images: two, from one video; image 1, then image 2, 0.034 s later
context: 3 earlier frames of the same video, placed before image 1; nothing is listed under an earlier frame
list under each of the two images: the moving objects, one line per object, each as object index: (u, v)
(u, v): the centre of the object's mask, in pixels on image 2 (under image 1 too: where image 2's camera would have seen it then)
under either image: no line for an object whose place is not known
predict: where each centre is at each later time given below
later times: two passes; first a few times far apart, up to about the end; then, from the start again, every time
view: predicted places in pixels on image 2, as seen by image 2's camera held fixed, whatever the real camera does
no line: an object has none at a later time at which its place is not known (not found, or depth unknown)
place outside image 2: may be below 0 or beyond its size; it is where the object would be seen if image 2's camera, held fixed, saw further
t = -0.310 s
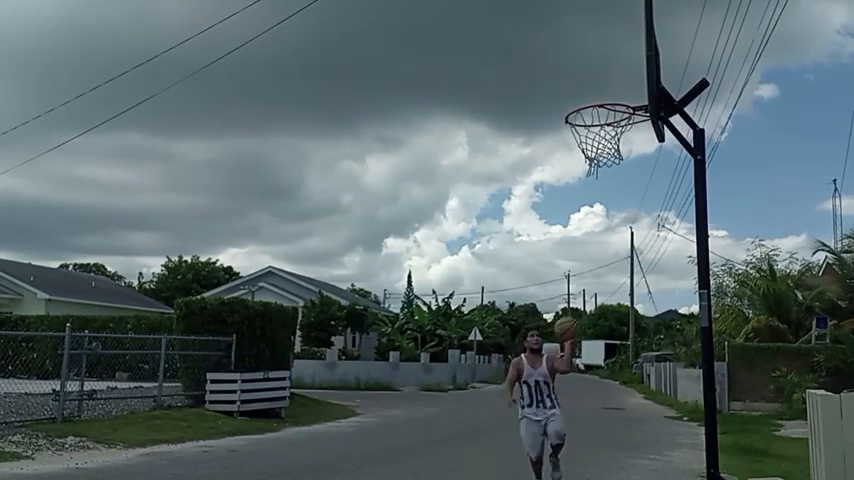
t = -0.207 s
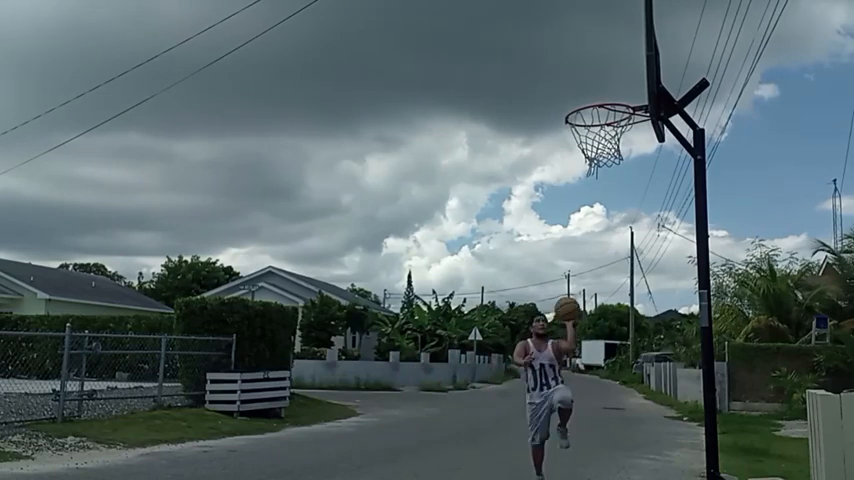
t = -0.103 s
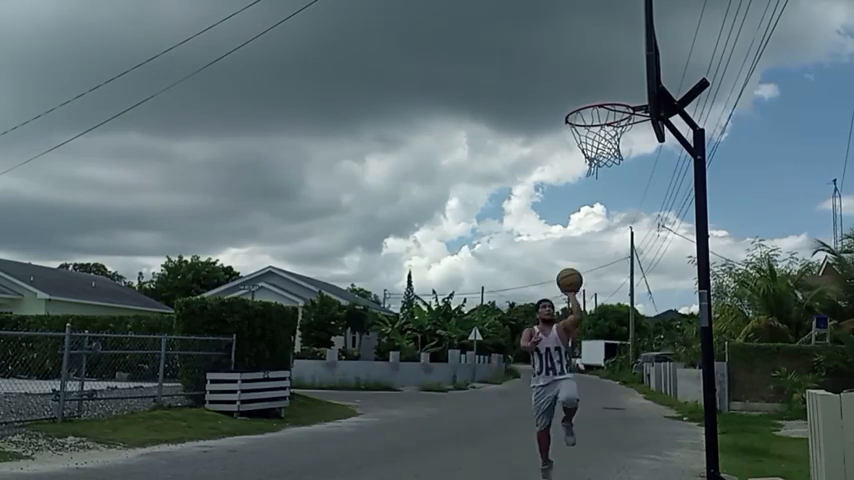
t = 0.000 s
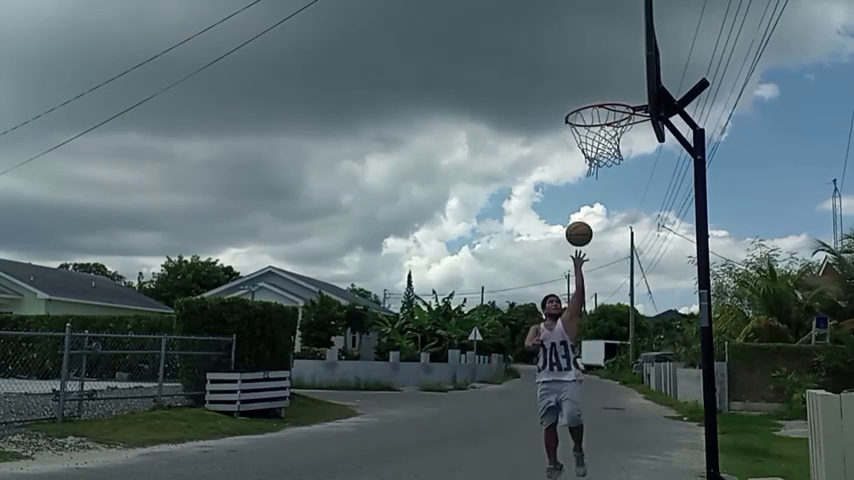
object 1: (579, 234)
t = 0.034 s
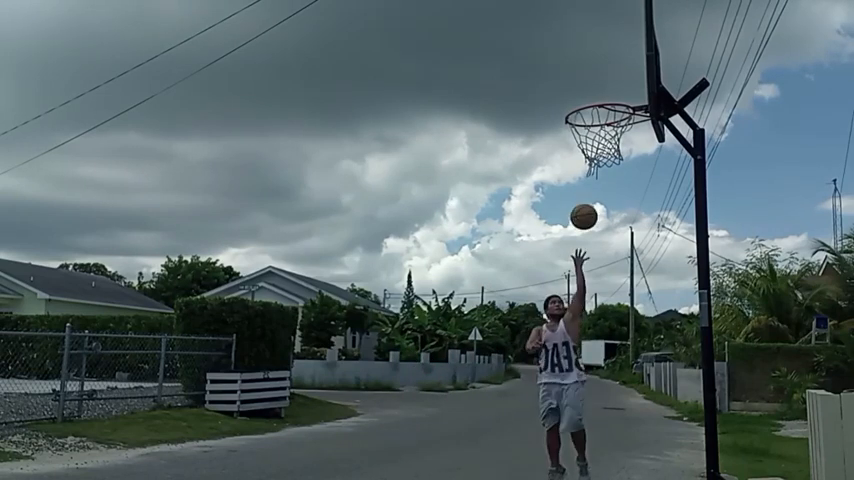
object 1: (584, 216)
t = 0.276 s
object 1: (621, 120)
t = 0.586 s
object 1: (615, 96)
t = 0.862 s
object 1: (582, 175)
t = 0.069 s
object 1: (588, 200)
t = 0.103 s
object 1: (594, 185)
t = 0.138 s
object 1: (599, 170)
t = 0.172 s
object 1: (605, 156)
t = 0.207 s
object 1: (610, 144)
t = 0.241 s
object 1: (616, 132)
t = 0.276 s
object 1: (621, 120)
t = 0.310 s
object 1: (628, 110)
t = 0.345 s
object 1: (635, 100)
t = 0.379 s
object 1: (637, 95)
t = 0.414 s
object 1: (633, 92)
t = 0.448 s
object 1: (631, 89)
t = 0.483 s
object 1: (627, 88)
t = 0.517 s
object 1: (624, 90)
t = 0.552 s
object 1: (620, 92)
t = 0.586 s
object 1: (615, 96)
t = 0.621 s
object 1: (611, 103)
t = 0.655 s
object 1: (606, 110)
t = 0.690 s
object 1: (601, 120)
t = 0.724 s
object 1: (597, 129)
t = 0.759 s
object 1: (592, 142)
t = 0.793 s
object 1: (590, 155)
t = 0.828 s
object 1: (585, 163)
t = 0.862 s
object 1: (582, 175)
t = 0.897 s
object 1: (579, 190)
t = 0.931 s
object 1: (576, 206)
